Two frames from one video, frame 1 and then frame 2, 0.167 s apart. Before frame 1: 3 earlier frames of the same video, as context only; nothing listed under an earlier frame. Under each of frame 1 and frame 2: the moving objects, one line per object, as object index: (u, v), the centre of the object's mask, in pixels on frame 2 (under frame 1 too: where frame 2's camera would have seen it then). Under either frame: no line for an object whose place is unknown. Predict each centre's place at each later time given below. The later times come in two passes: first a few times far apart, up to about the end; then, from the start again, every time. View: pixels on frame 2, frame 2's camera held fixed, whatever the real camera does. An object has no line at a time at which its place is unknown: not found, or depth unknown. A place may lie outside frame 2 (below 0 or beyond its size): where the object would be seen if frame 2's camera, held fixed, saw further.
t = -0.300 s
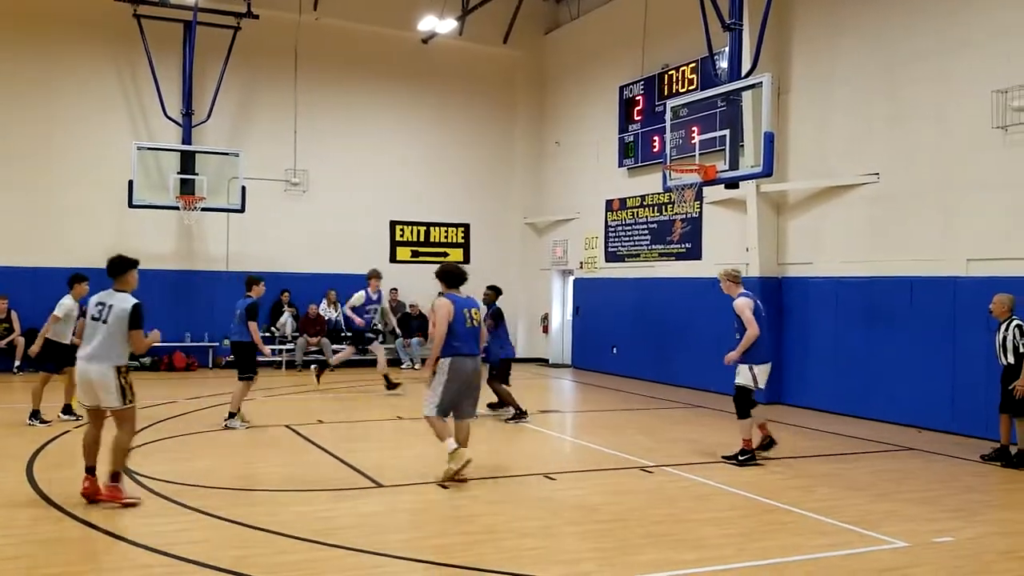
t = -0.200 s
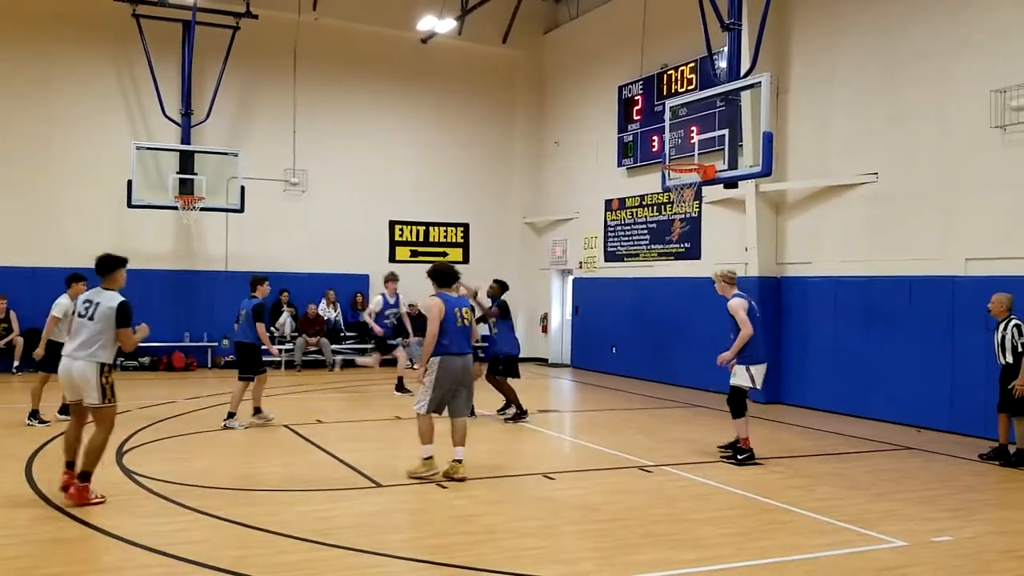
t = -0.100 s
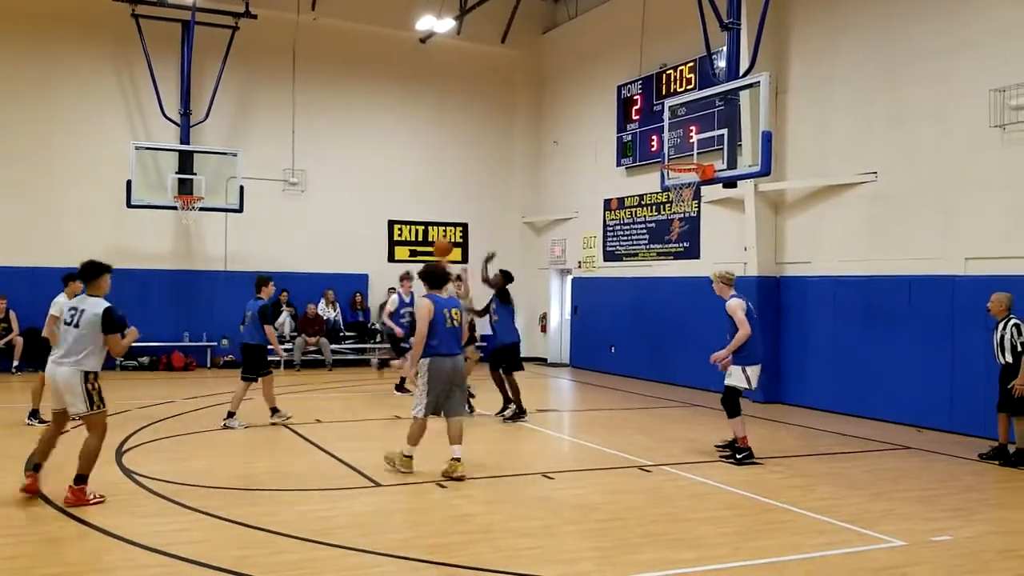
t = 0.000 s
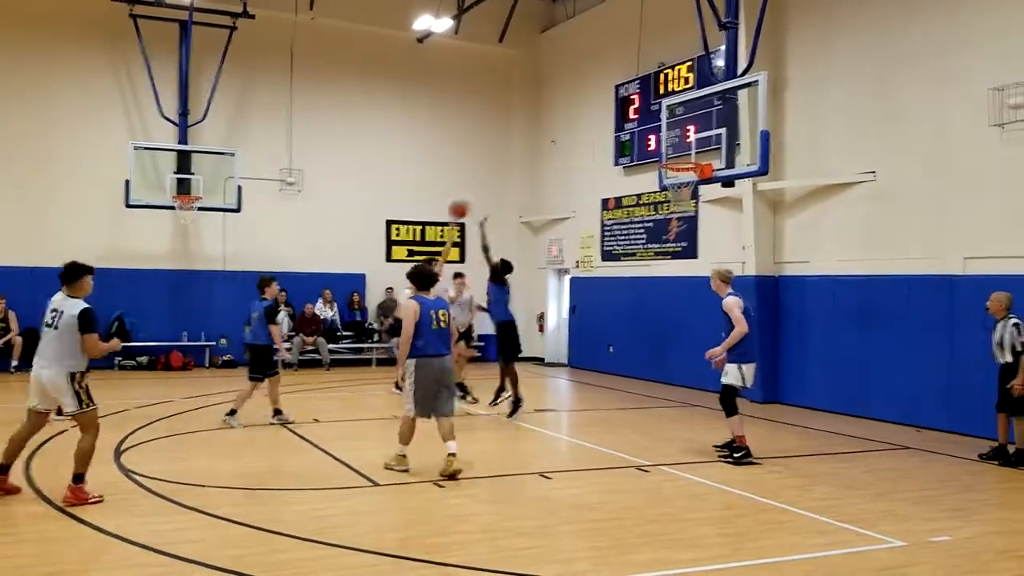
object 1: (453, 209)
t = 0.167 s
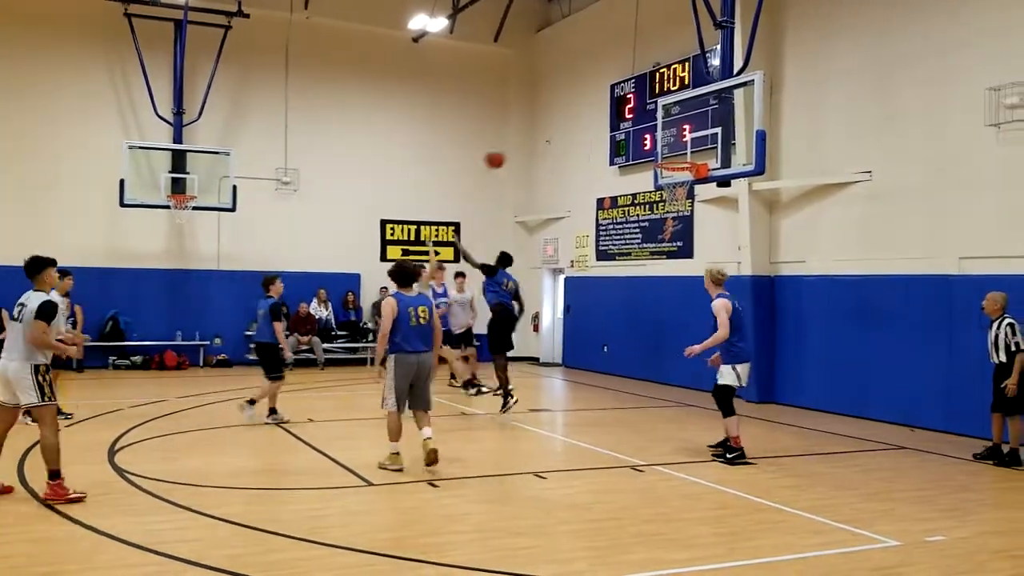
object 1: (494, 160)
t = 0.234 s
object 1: (510, 145)
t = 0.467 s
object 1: (568, 125)
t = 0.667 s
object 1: (618, 143)
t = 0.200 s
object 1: (502, 152)
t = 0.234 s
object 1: (510, 145)
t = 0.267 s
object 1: (519, 140)
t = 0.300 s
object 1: (526, 135)
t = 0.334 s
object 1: (534, 131)
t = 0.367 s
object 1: (543, 128)
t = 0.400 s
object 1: (551, 126)
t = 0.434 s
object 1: (559, 125)
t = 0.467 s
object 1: (568, 125)
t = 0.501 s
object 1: (576, 125)
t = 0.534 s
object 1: (584, 127)
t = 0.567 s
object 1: (592, 129)
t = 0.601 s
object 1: (601, 133)
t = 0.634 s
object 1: (609, 137)
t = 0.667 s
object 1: (618, 143)
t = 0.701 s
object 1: (625, 147)
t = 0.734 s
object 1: (633, 154)
